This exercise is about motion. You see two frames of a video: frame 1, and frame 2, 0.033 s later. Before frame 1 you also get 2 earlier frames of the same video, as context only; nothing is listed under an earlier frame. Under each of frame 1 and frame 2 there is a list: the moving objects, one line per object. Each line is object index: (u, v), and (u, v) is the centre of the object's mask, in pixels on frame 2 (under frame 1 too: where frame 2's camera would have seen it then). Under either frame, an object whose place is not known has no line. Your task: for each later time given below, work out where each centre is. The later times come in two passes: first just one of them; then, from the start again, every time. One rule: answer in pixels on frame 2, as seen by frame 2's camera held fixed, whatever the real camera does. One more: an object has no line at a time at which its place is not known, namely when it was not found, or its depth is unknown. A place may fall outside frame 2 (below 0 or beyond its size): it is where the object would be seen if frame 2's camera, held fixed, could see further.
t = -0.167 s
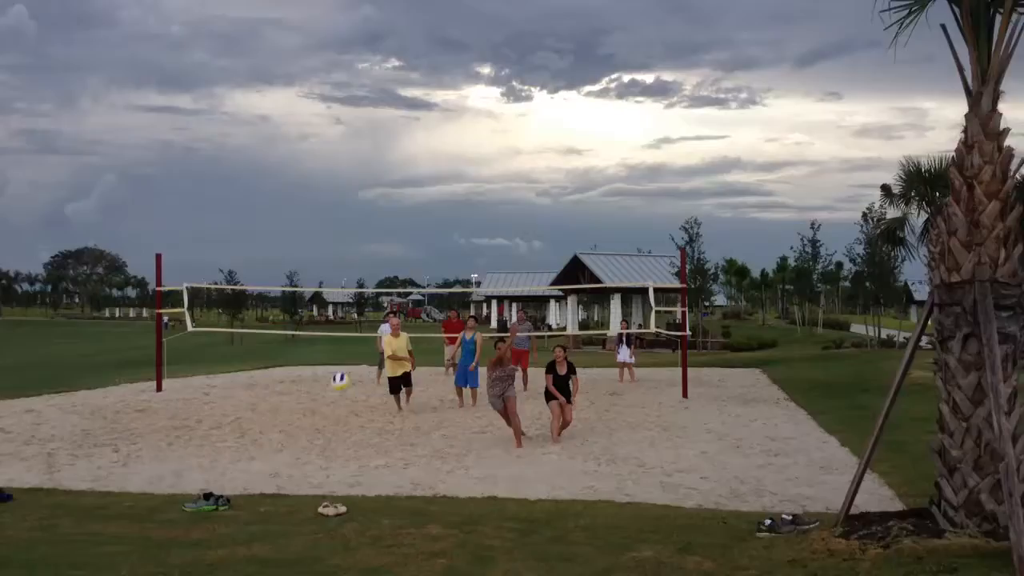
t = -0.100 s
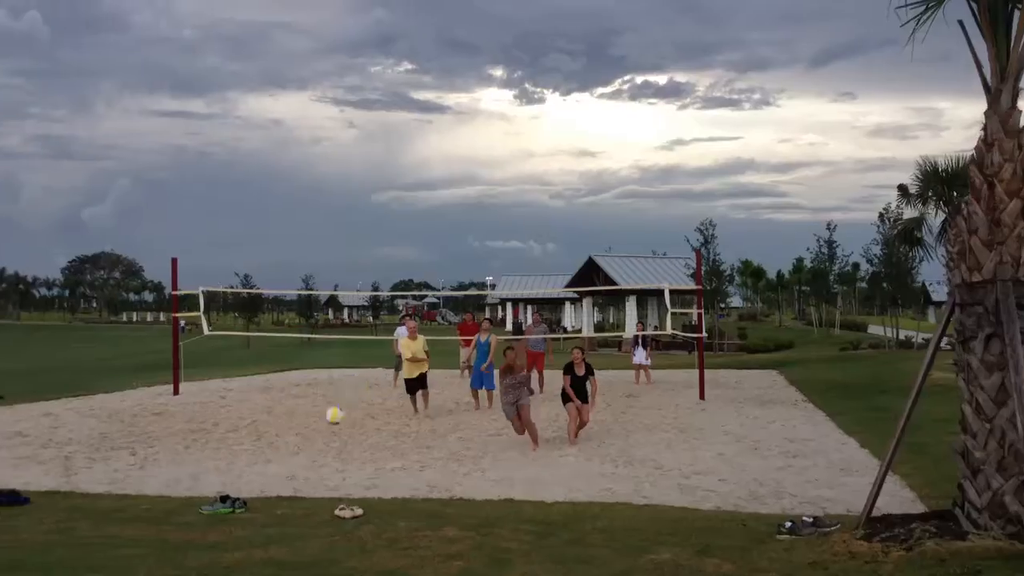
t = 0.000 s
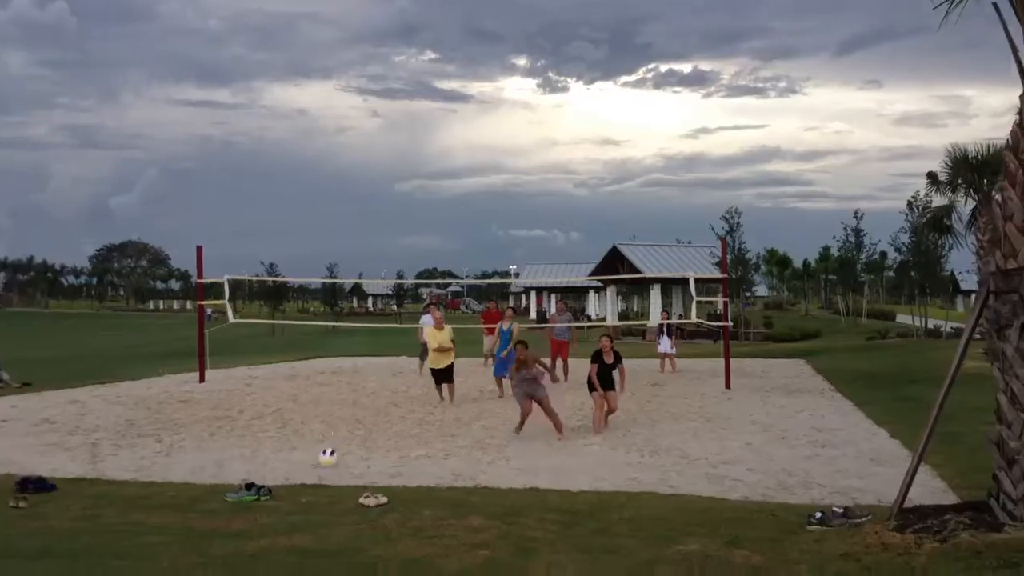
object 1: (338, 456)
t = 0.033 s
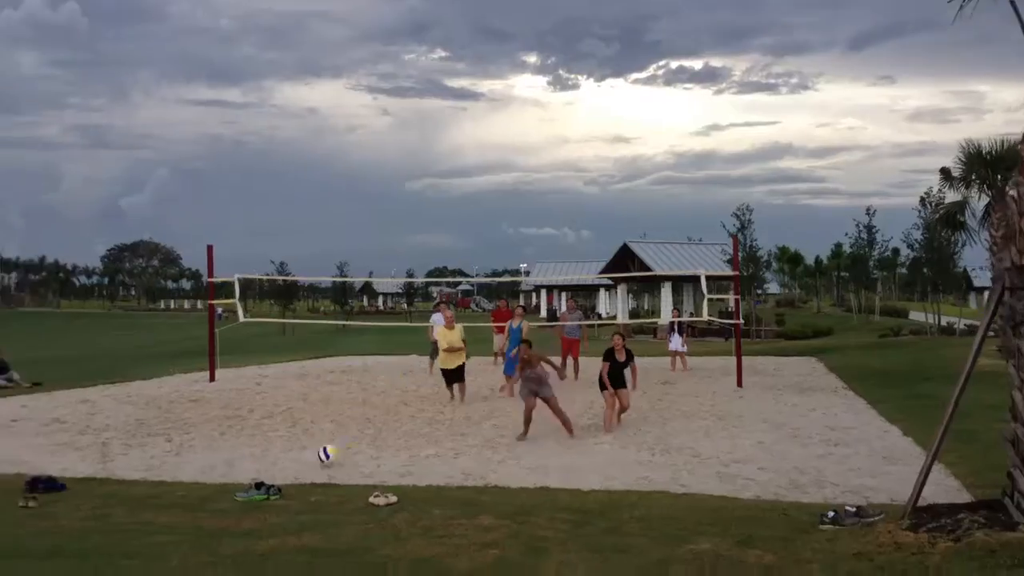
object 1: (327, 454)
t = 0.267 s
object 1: (253, 444)
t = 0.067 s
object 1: (317, 450)
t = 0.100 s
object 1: (306, 447)
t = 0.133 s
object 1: (295, 444)
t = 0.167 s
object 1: (284, 442)
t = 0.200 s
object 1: (274, 440)
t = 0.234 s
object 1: (263, 443)
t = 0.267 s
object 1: (253, 444)
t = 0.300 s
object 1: (242, 448)
